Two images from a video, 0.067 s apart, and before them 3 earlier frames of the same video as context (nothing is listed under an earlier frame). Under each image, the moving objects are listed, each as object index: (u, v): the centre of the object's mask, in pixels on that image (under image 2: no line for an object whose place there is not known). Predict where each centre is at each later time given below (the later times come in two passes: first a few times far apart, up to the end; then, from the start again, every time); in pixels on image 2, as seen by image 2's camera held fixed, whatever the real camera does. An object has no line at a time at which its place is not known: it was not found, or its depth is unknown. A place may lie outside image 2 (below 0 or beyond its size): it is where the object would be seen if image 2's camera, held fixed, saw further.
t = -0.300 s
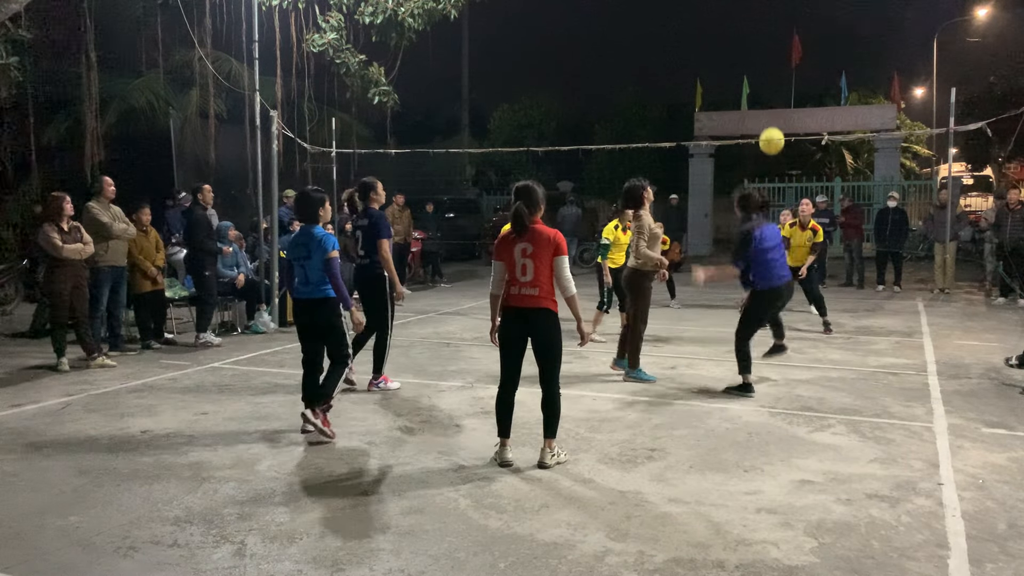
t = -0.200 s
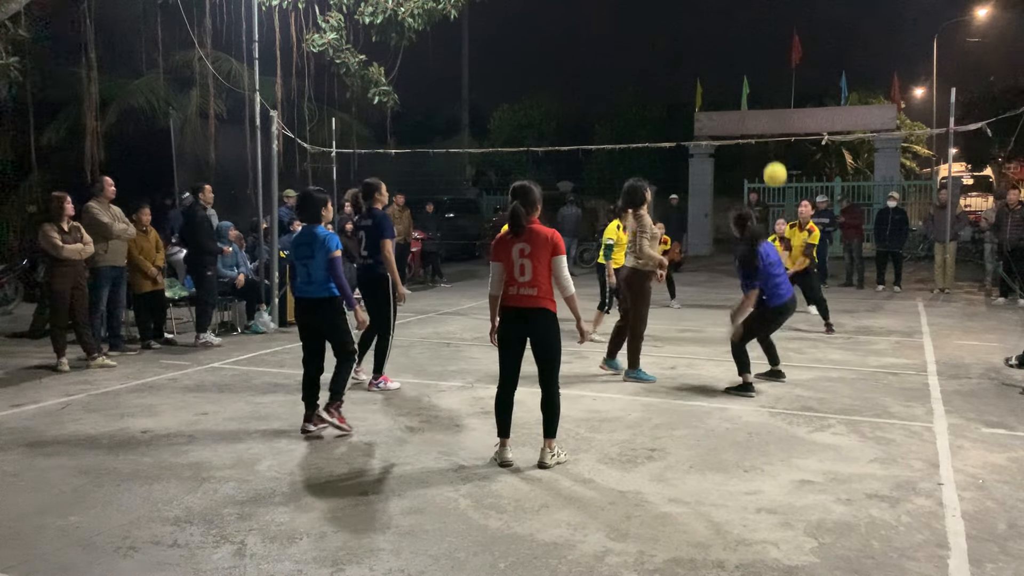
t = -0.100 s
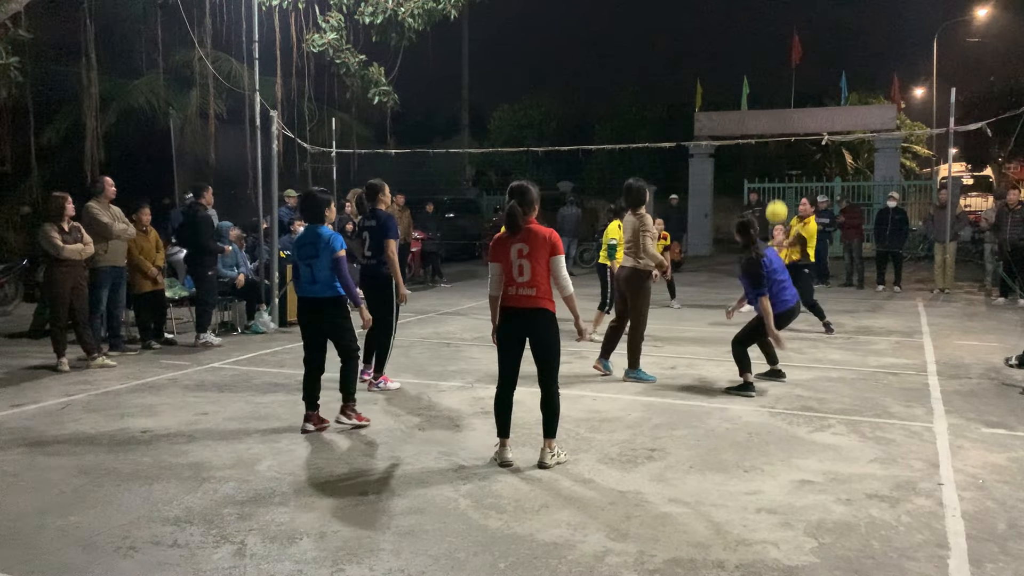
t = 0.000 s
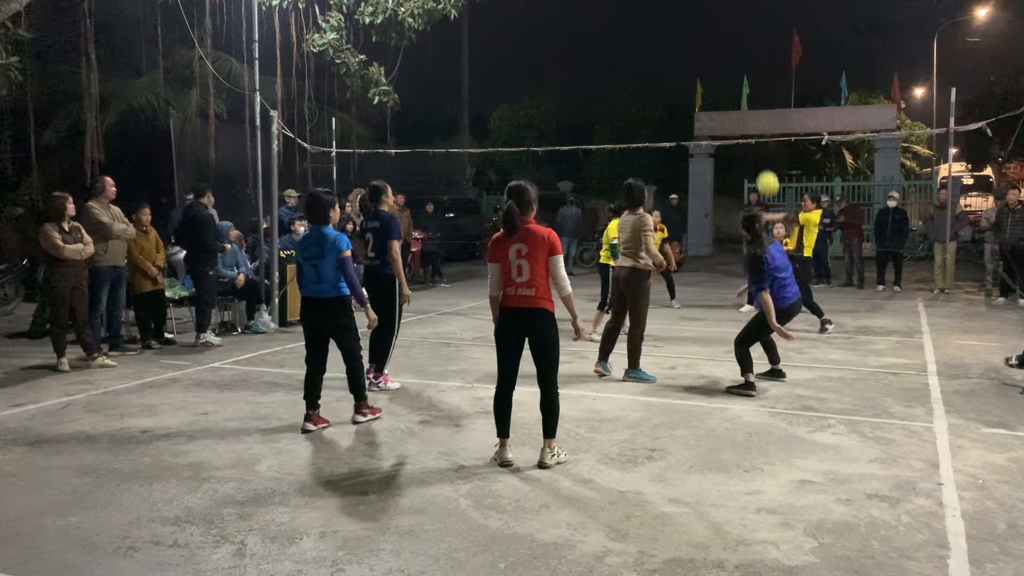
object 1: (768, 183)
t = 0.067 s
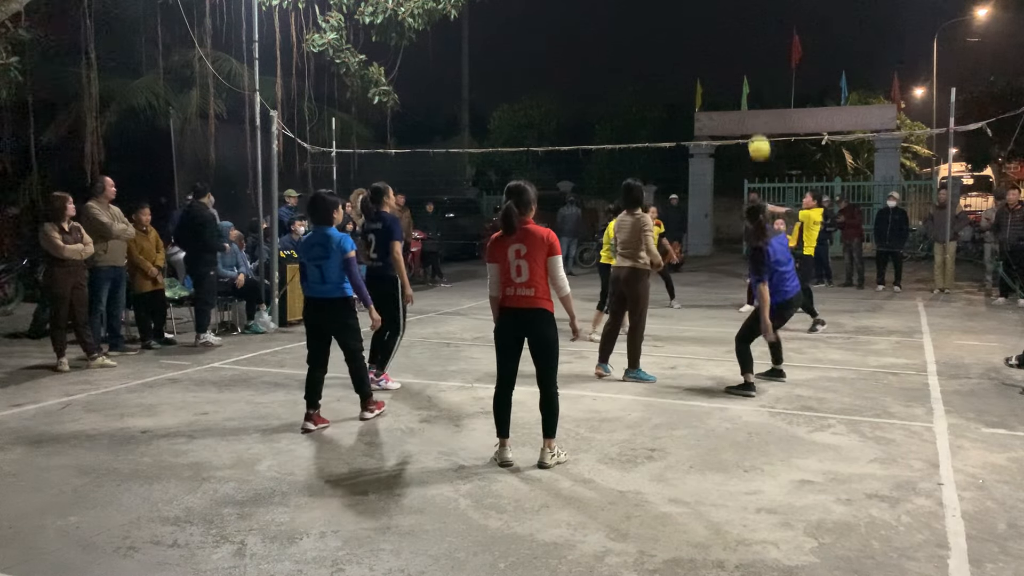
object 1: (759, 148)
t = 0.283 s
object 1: (732, 56)
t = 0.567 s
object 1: (700, 6)
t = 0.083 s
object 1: (757, 139)
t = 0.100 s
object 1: (755, 131)
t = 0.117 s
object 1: (753, 123)
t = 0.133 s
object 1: (751, 115)
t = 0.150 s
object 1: (749, 107)
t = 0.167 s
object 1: (747, 100)
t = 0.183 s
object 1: (745, 94)
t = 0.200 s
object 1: (742, 87)
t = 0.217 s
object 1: (740, 80)
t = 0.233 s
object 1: (738, 74)
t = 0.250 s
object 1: (736, 68)
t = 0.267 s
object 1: (734, 62)
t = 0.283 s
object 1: (732, 56)
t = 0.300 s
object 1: (730, 51)
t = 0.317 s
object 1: (728, 46)
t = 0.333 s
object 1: (726, 41)
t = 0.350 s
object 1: (724, 37)
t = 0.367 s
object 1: (722, 33)
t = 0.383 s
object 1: (720, 29)
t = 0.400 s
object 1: (718, 25)
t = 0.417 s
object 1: (716, 22)
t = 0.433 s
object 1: (714, 19)
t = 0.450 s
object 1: (713, 16)
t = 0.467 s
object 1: (711, 13)
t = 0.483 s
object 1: (709, 11)
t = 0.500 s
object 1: (707, 10)
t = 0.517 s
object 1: (705, 8)
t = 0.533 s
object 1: (703, 7)
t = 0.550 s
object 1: (701, 7)
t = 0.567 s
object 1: (700, 6)
